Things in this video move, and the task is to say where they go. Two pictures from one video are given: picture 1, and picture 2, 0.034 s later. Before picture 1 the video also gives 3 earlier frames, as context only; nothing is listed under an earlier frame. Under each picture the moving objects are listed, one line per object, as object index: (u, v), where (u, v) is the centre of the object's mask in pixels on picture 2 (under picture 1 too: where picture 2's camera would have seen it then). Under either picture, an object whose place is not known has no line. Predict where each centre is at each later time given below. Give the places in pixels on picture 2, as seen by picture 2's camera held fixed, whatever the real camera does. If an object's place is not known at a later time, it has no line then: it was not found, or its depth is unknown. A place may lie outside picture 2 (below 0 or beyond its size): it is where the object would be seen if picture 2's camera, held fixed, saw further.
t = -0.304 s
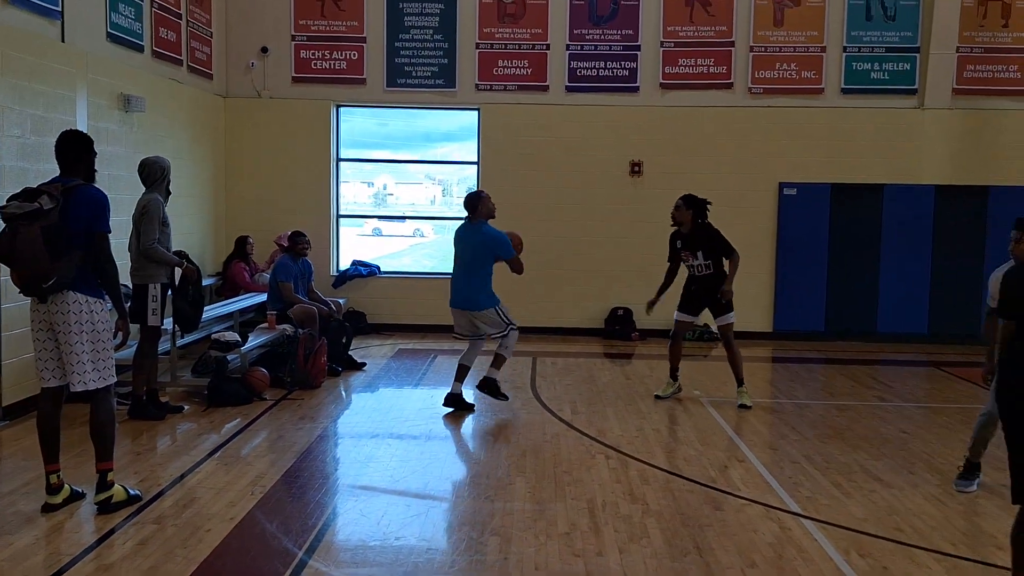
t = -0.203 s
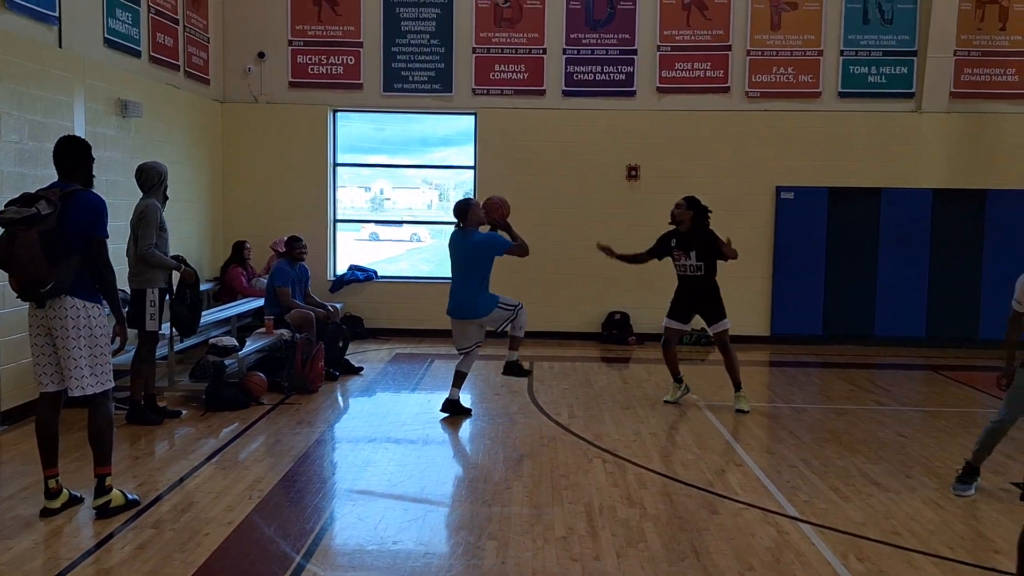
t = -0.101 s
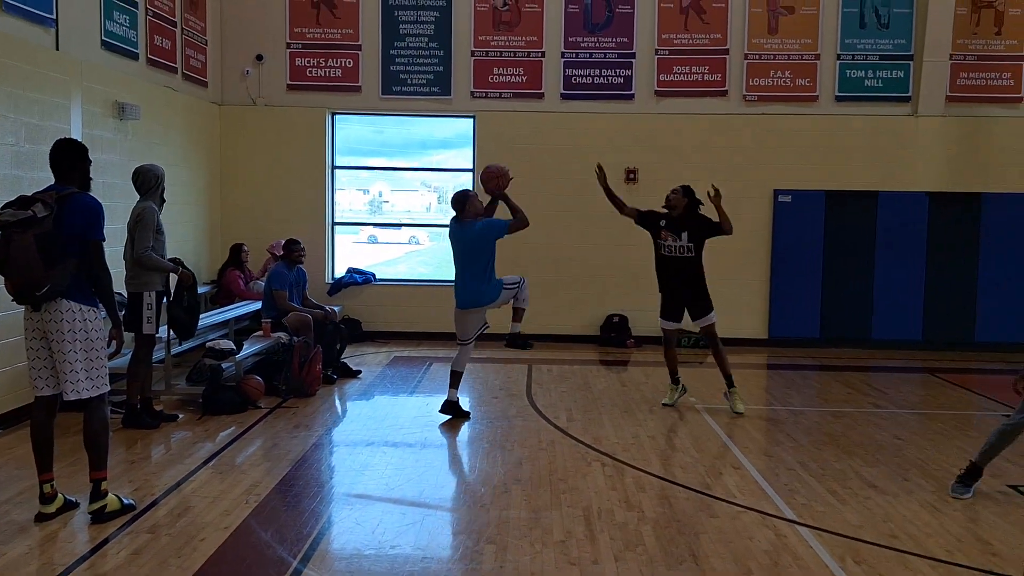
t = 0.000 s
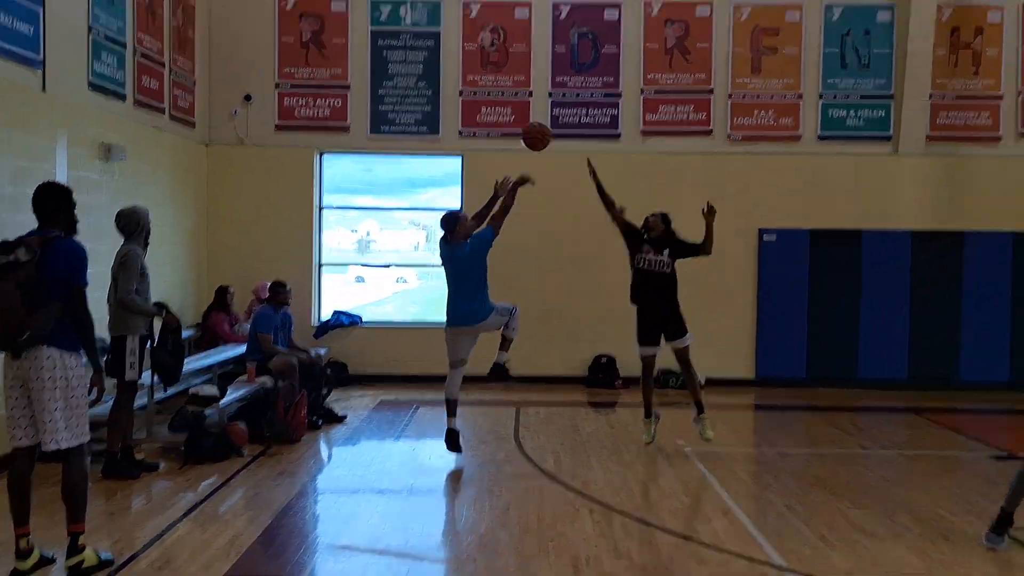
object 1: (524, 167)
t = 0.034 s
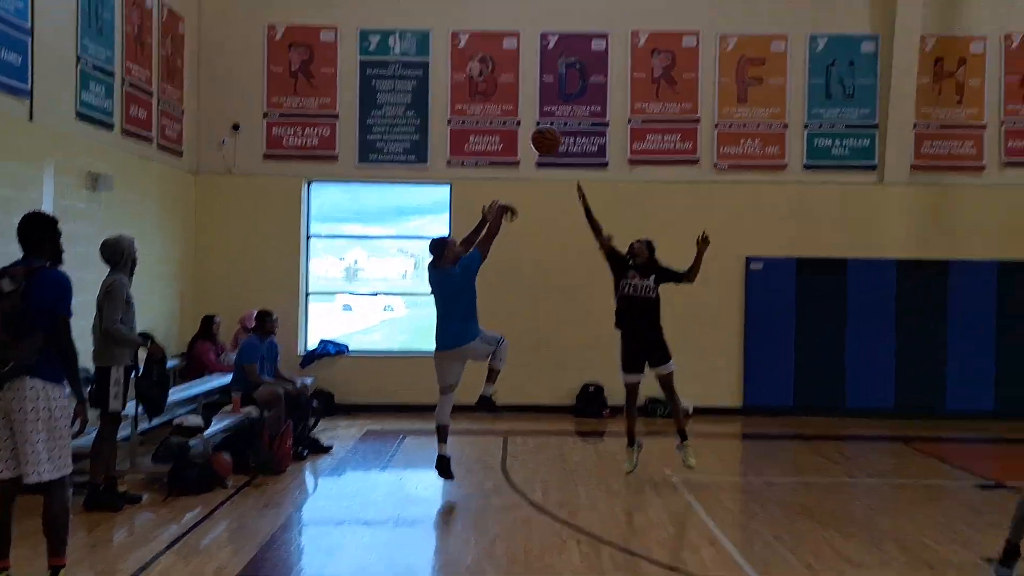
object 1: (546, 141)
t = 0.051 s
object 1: (557, 129)
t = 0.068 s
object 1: (569, 117)
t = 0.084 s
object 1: (579, 106)
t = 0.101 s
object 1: (590, 95)
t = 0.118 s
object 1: (601, 85)
